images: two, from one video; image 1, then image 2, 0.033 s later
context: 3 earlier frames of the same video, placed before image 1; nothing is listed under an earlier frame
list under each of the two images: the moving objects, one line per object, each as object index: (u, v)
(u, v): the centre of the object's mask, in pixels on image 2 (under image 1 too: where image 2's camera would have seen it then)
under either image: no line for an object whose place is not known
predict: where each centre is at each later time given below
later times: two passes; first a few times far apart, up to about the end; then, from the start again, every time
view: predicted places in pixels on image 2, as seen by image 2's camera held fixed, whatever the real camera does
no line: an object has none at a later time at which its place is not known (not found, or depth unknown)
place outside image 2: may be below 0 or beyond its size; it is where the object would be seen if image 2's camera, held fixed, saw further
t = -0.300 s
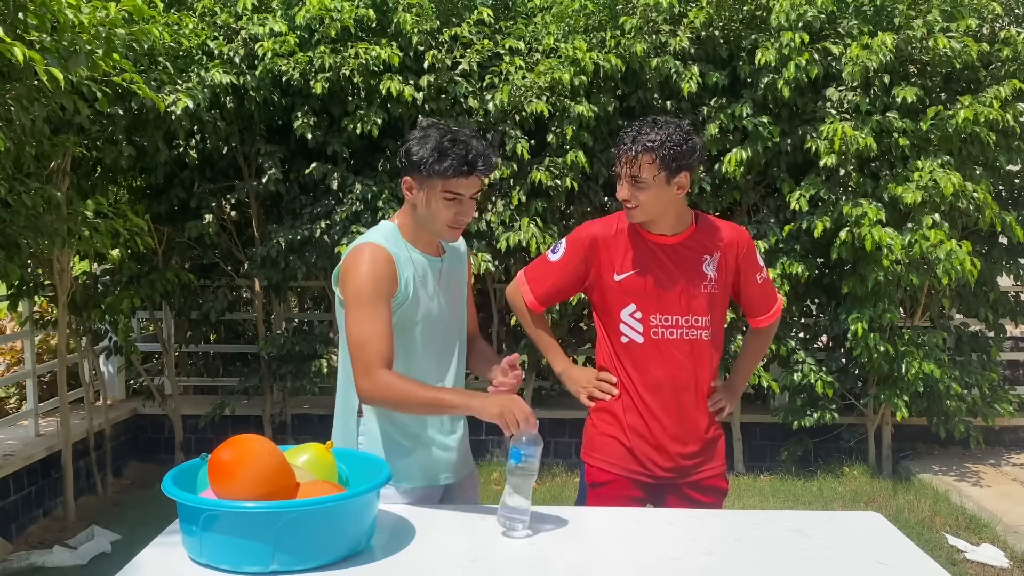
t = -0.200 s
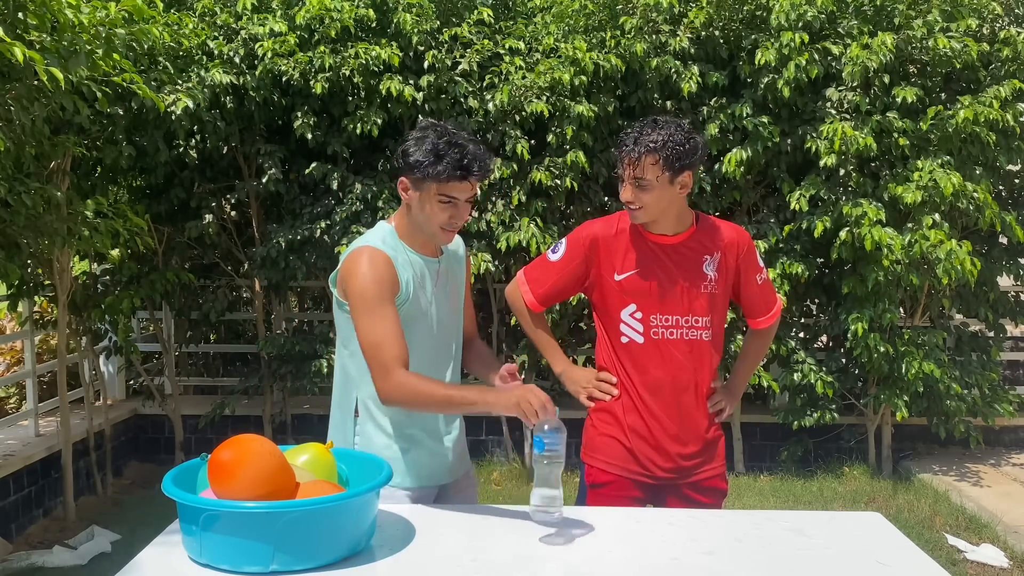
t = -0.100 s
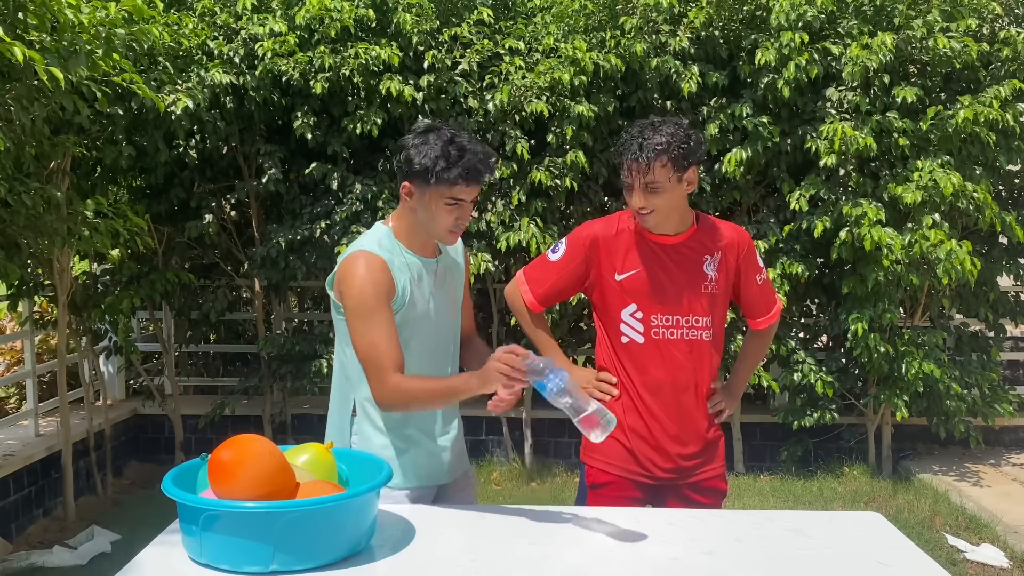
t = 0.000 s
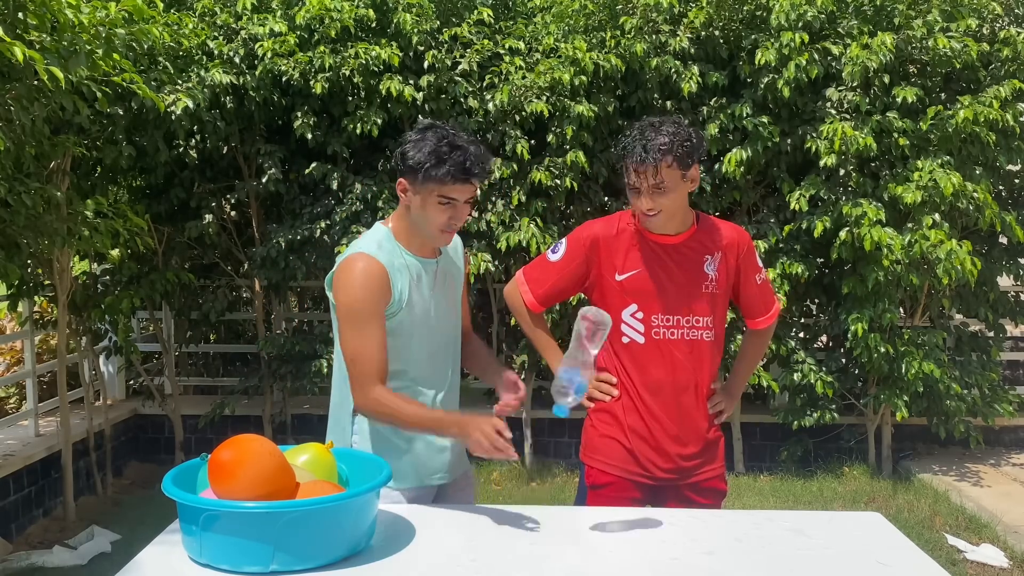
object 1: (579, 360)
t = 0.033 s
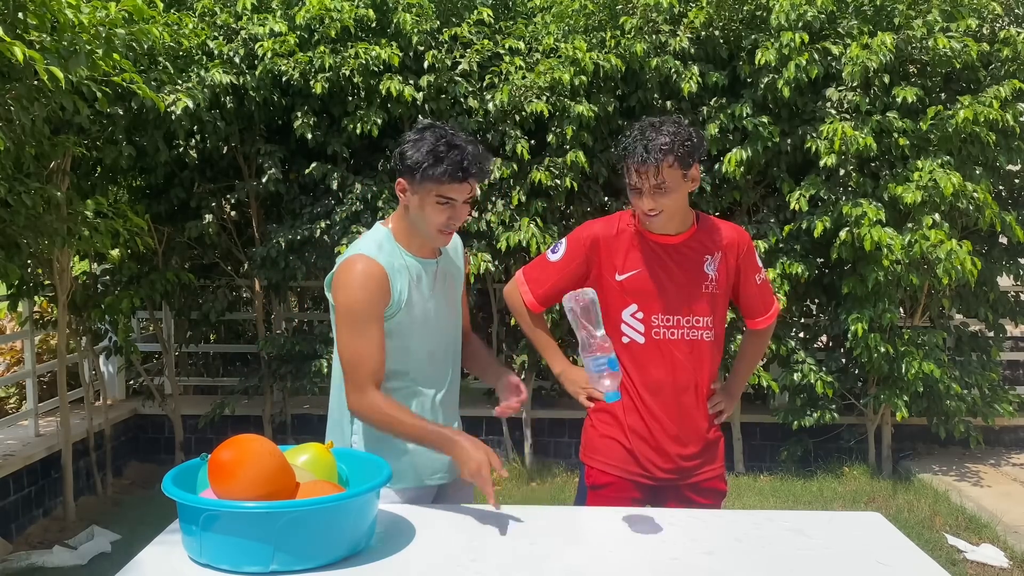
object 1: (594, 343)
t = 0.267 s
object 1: (557, 330)
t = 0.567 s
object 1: (511, 526)
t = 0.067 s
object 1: (602, 320)
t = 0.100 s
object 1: (599, 299)
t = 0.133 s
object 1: (591, 288)
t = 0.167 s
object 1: (580, 287)
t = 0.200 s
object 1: (571, 295)
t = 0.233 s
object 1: (564, 310)
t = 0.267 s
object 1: (557, 330)
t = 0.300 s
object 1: (551, 356)
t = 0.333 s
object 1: (545, 388)
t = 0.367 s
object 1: (540, 425)
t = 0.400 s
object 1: (534, 467)
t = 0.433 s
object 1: (526, 502)
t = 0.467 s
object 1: (516, 527)
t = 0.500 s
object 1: (513, 526)
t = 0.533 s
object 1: (511, 526)
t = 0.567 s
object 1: (511, 526)
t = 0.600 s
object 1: (511, 526)
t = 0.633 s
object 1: (511, 526)
